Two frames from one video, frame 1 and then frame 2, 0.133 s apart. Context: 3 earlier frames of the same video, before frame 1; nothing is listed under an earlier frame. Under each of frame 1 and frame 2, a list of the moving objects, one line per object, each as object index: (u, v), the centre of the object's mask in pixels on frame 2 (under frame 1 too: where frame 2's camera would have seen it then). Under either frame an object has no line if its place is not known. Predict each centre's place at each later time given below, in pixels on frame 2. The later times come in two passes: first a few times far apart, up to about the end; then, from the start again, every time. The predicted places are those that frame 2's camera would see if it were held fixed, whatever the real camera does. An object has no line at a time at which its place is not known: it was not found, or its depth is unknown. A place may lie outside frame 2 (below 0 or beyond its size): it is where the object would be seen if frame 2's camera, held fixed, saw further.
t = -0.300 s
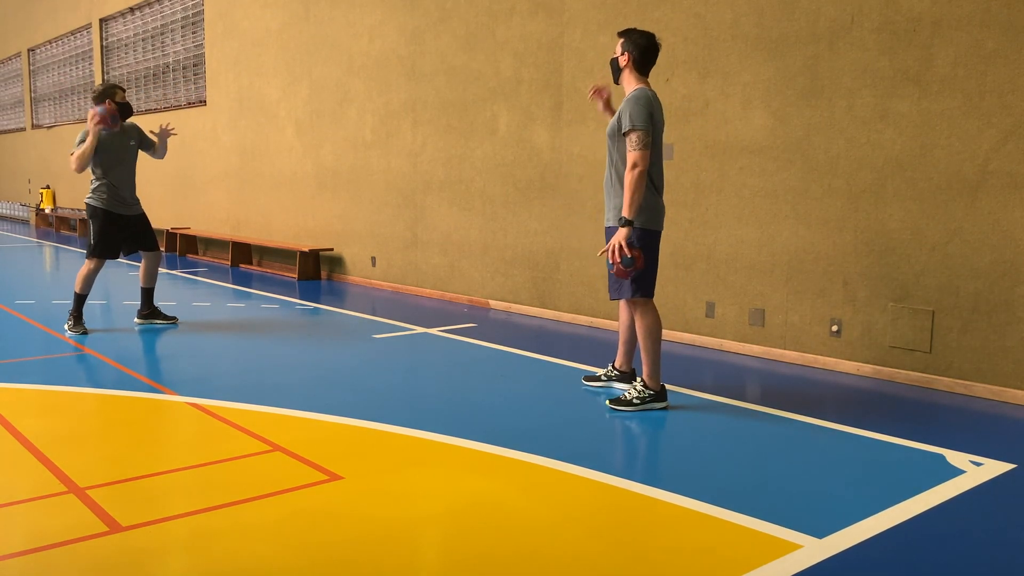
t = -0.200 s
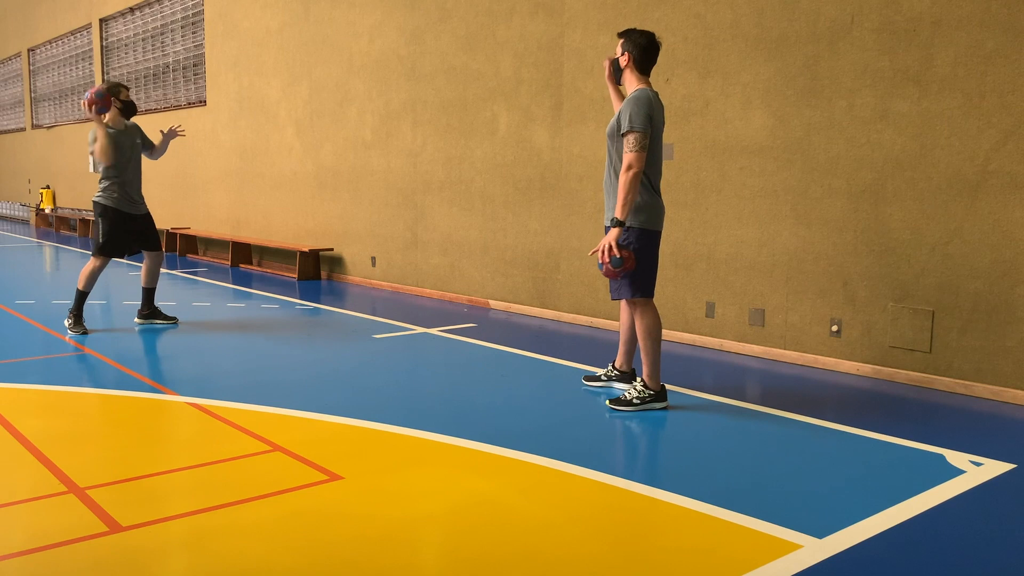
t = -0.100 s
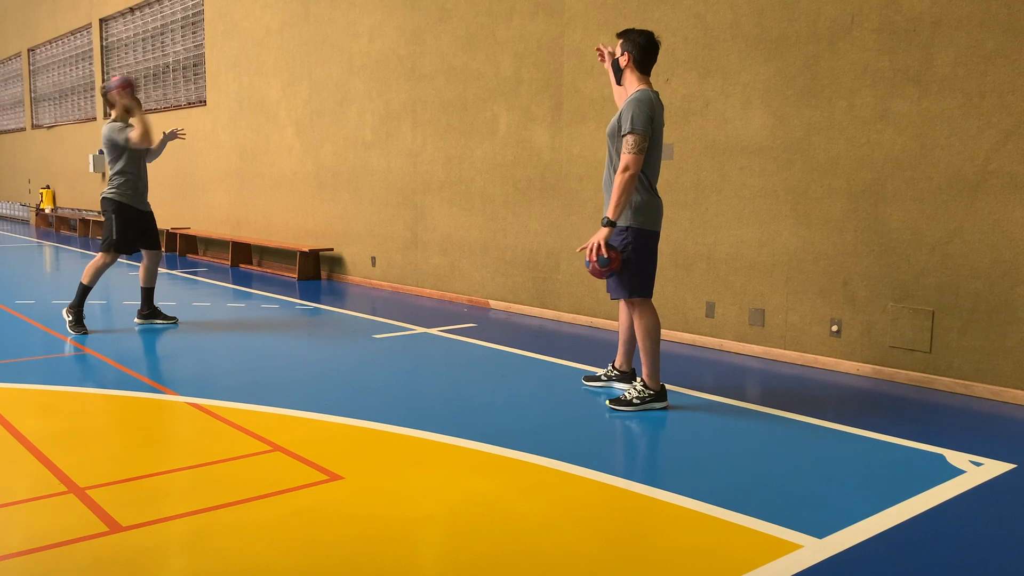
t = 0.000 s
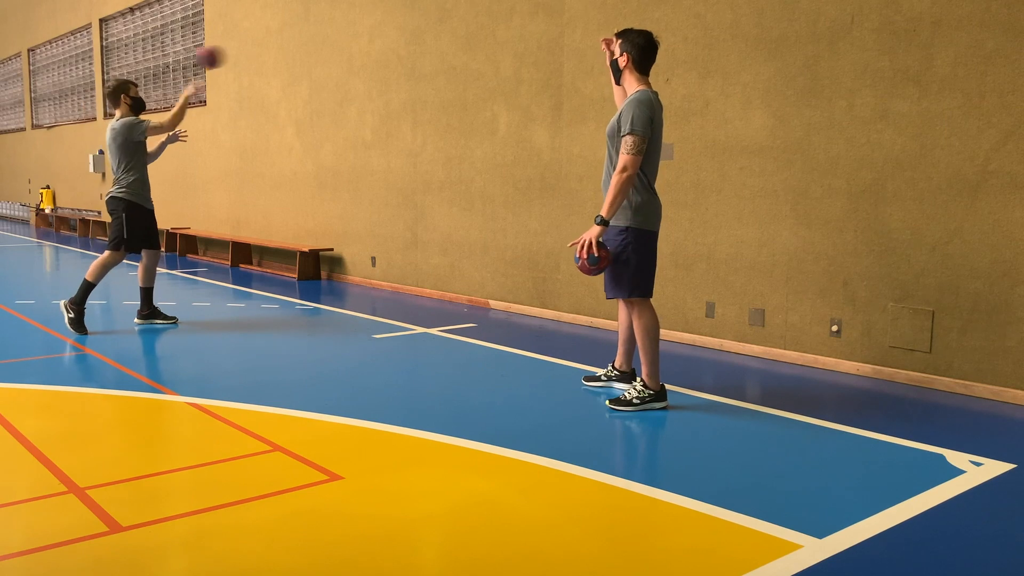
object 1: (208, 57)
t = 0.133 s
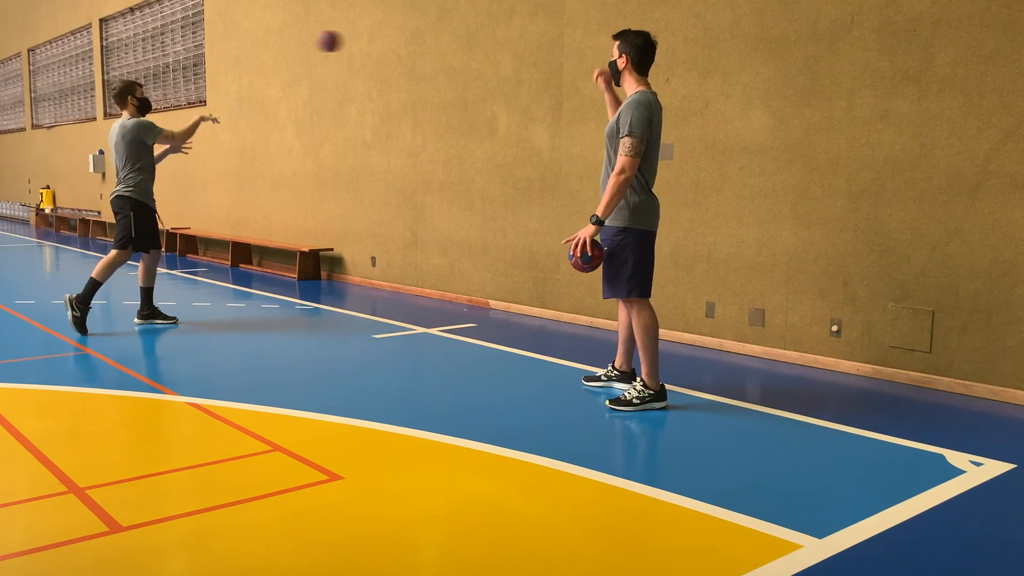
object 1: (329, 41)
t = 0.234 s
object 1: (403, 44)
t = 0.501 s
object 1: (306, 82)
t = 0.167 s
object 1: (354, 41)
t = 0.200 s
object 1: (379, 42)
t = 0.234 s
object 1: (403, 44)
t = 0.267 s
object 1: (426, 48)
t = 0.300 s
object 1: (419, 50)
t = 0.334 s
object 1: (402, 52)
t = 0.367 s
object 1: (384, 55)
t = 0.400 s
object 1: (365, 59)
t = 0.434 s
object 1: (346, 65)
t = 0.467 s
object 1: (326, 73)
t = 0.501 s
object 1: (306, 82)
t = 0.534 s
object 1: (285, 92)
